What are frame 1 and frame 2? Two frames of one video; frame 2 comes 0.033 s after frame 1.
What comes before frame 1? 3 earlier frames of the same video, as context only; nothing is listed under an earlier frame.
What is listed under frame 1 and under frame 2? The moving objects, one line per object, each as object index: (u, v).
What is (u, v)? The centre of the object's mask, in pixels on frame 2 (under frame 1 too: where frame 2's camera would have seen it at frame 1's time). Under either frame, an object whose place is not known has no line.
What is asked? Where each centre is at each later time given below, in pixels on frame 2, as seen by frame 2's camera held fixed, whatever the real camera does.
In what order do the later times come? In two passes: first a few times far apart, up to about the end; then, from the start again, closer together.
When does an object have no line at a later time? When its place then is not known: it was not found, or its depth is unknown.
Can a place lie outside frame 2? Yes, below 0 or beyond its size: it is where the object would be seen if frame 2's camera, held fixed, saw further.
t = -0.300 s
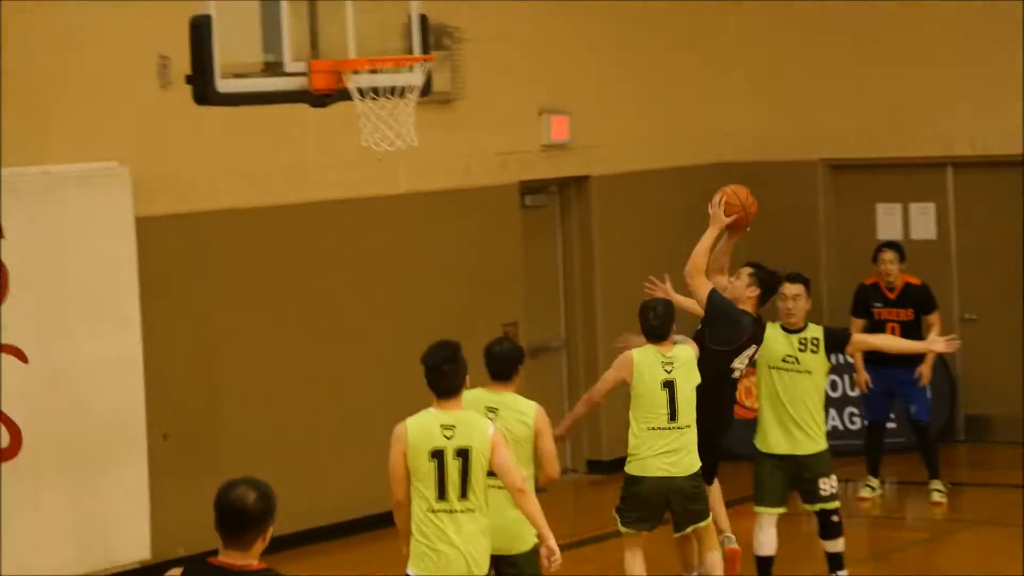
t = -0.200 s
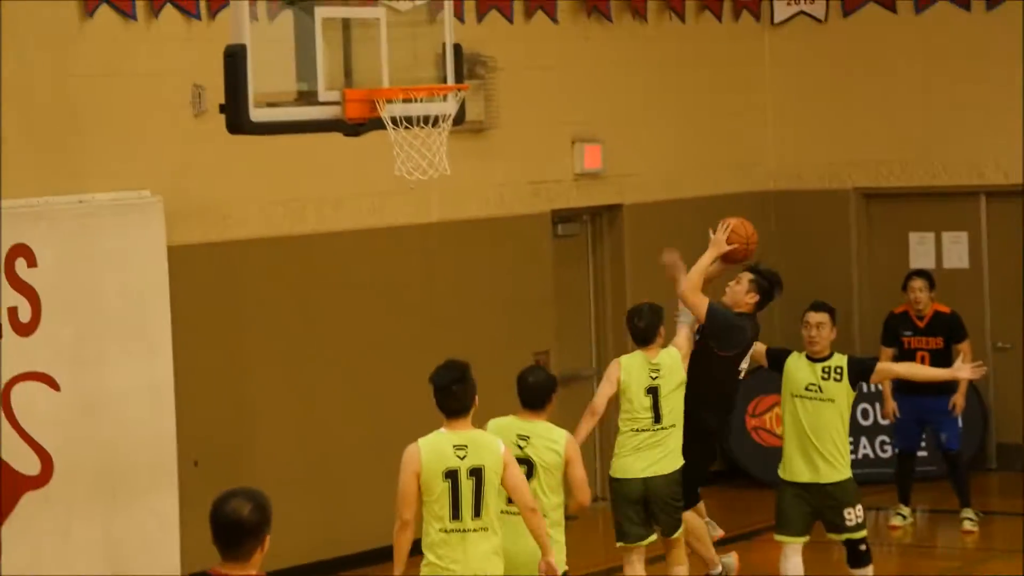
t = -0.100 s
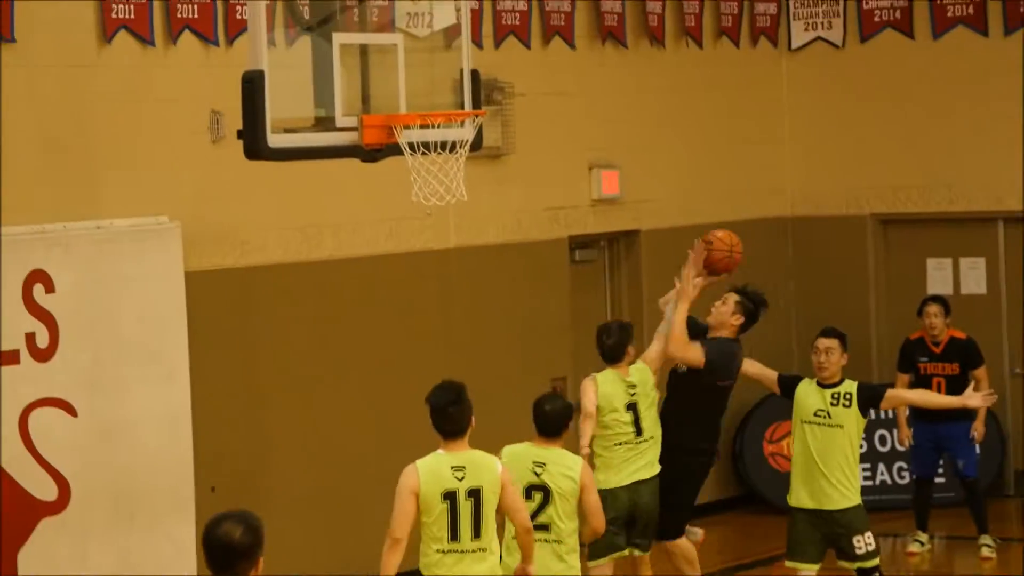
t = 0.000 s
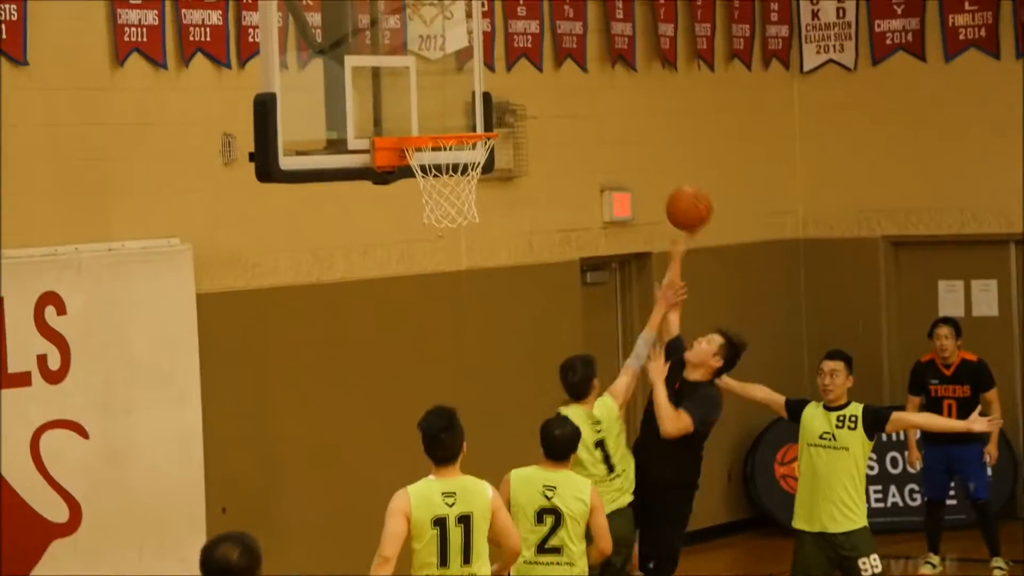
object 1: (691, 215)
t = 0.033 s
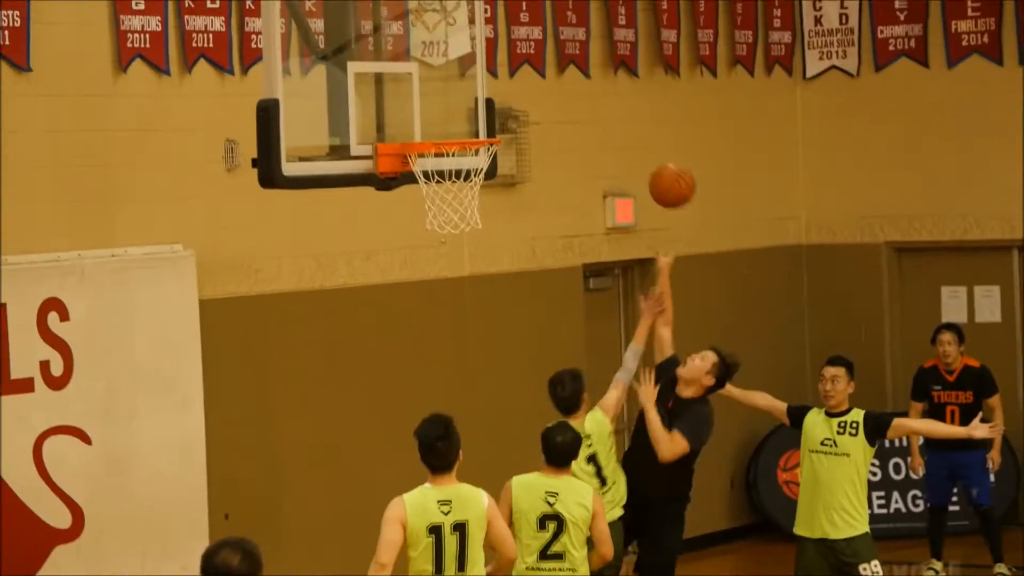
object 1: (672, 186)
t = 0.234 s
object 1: (554, 52)
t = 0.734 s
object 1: (409, 48)
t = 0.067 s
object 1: (652, 159)
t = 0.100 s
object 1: (632, 133)
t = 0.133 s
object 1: (612, 110)
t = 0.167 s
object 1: (593, 88)
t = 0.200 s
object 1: (573, 69)
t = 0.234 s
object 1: (554, 52)
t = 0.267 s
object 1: (533, 35)
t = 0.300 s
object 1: (514, 22)
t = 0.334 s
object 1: (494, 11)
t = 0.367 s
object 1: (475, 3)
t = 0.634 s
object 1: (402, 6)
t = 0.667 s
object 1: (404, 19)
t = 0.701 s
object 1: (407, 32)
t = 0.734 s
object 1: (409, 48)
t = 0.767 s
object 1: (412, 68)
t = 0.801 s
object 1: (414, 87)
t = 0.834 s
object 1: (416, 111)
